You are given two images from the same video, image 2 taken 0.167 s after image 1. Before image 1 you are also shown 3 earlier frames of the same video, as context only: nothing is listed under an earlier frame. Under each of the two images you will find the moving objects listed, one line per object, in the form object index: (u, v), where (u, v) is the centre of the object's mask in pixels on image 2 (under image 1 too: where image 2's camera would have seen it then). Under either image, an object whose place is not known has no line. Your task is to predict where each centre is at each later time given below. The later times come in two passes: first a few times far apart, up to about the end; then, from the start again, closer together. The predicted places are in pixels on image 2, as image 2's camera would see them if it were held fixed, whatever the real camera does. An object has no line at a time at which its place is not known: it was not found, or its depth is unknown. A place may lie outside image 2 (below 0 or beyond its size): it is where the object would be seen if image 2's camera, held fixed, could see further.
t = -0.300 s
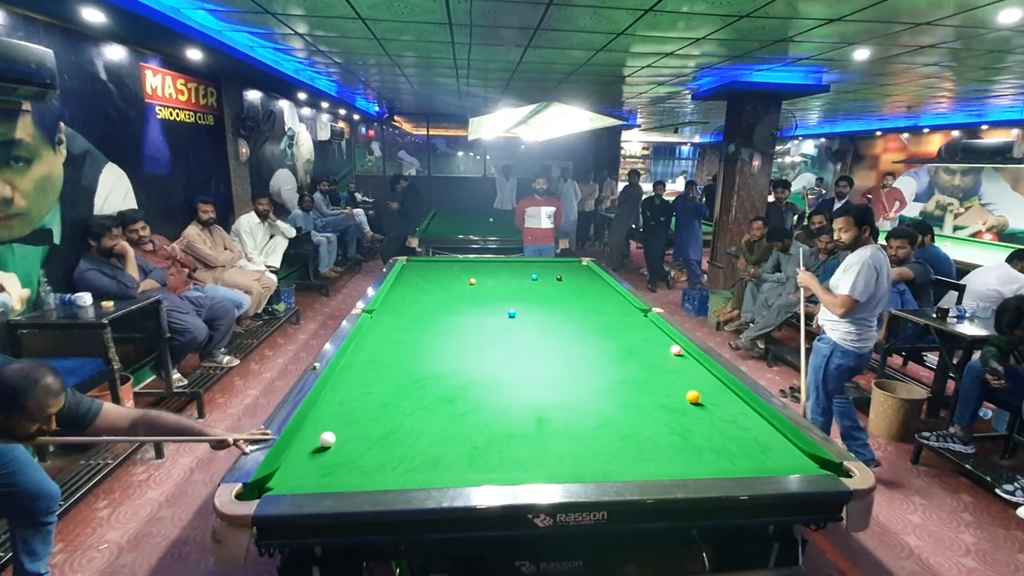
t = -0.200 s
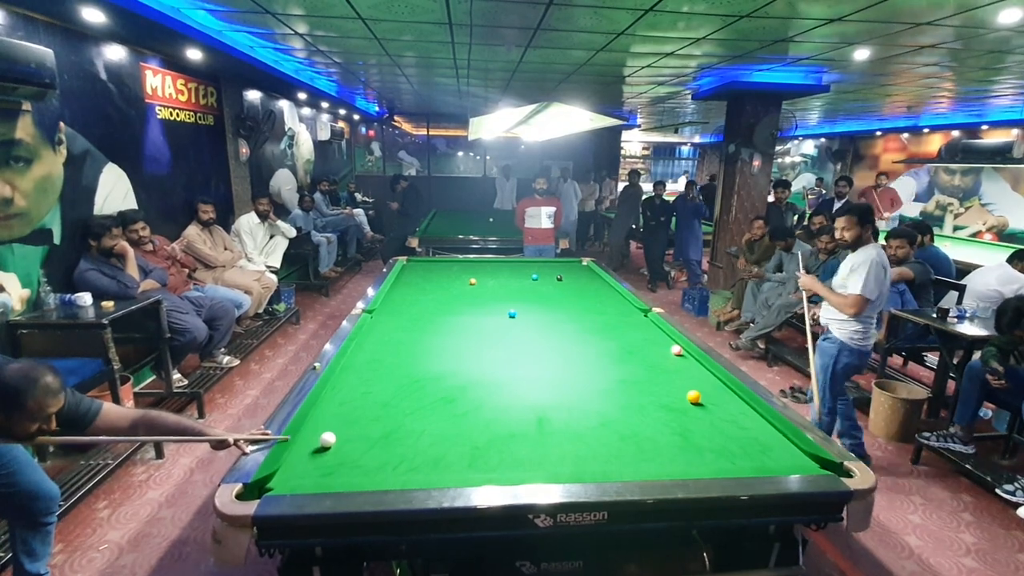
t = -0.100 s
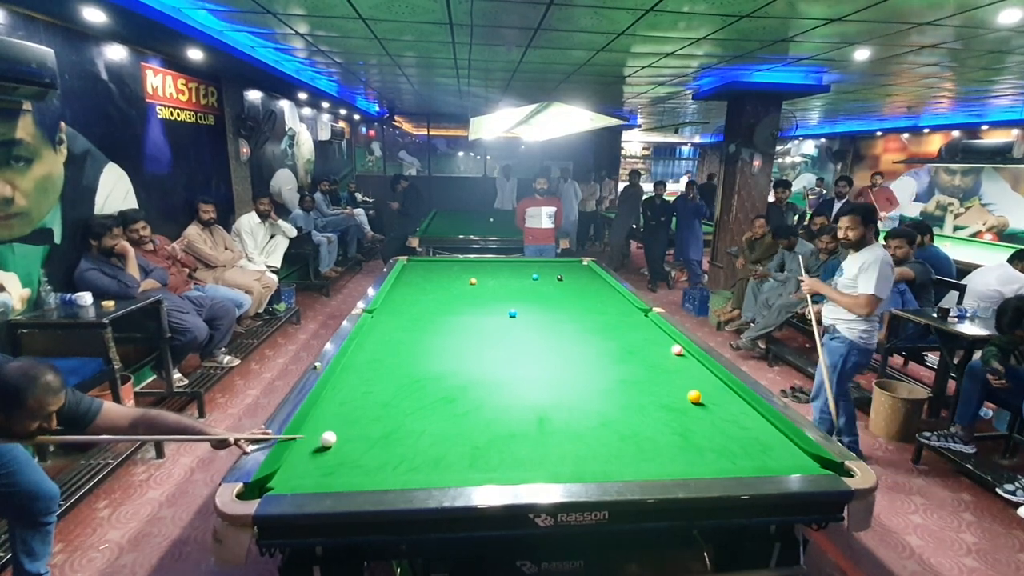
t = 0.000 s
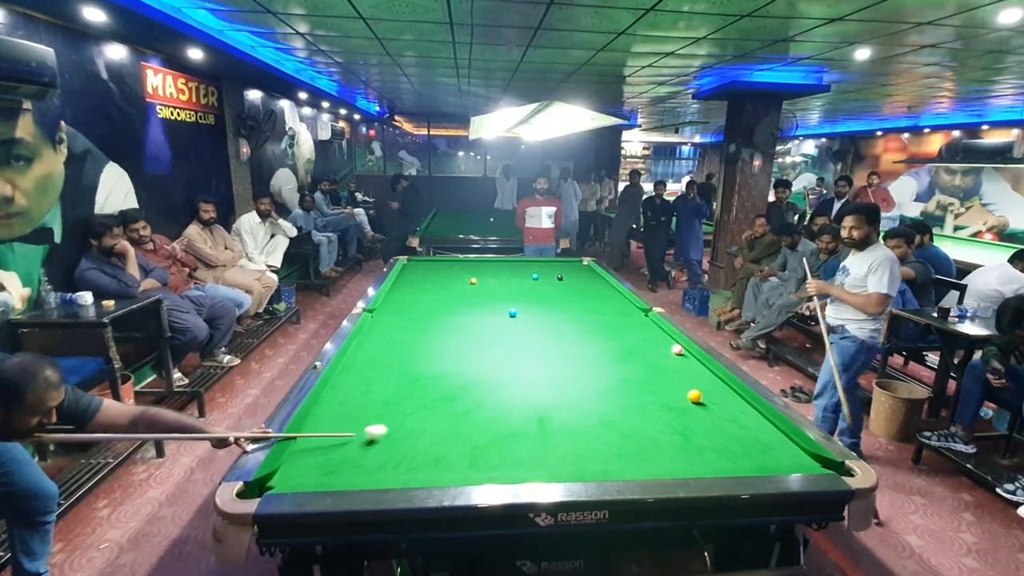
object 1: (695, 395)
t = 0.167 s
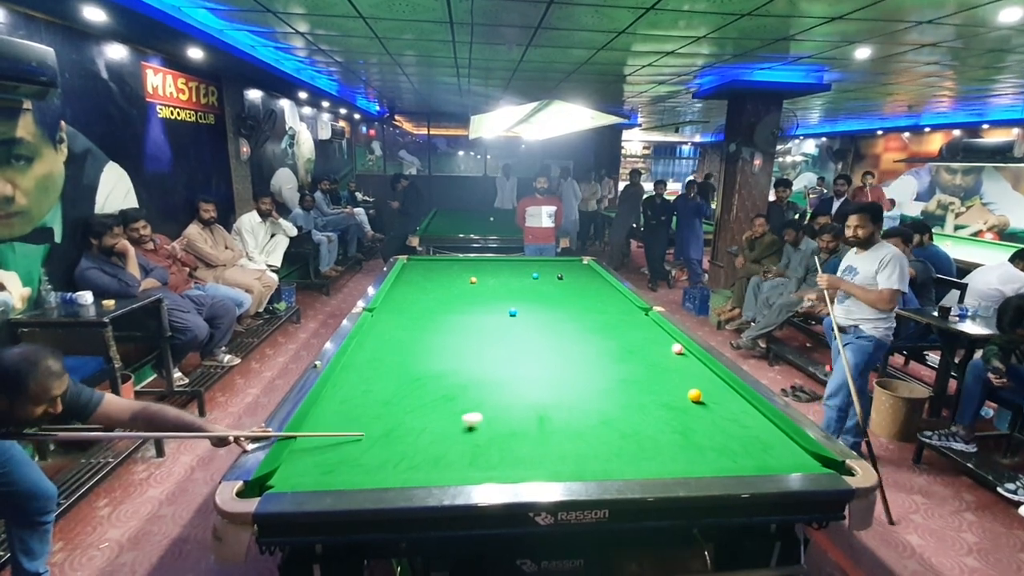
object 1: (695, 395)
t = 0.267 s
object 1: (695, 395)
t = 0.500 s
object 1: (695, 395)
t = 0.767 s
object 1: (745, 403)
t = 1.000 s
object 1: (708, 410)
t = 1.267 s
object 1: (666, 417)
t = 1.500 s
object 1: (627, 424)
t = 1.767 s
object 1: (581, 432)
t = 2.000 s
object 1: (540, 440)
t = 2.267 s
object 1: (492, 448)
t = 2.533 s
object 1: (441, 457)
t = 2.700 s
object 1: (410, 463)
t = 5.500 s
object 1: (317, 461)
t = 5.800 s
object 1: (317, 461)
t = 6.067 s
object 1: (317, 461)
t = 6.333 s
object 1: (317, 461)
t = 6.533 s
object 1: (317, 461)
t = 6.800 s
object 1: (318, 461)
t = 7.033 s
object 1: (318, 461)
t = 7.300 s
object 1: (318, 461)
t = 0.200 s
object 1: (695, 395)
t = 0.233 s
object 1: (695, 396)
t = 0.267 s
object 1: (695, 395)
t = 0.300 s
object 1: (695, 395)
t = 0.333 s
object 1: (695, 395)
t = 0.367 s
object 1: (695, 396)
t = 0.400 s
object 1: (695, 396)
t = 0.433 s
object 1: (695, 395)
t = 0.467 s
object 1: (695, 395)
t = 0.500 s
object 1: (695, 395)
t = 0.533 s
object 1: (695, 395)
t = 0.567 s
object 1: (695, 395)
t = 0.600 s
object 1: (695, 396)
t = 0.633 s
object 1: (698, 396)
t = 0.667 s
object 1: (711, 398)
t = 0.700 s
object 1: (724, 400)
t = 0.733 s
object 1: (735, 401)
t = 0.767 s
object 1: (745, 403)
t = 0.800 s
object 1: (740, 404)
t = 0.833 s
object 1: (734, 405)
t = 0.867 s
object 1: (729, 406)
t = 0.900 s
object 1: (723, 407)
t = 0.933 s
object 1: (719, 408)
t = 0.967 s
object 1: (713, 409)
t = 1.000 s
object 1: (708, 410)
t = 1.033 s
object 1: (703, 411)
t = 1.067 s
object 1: (698, 412)
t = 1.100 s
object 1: (693, 413)
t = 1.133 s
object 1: (688, 413)
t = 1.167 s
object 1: (682, 414)
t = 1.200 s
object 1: (677, 415)
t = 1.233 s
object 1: (672, 416)
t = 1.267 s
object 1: (666, 417)
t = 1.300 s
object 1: (661, 418)
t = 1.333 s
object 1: (655, 419)
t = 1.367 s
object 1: (650, 420)
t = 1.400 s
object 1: (644, 421)
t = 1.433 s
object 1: (638, 422)
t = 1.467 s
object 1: (633, 423)
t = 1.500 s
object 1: (627, 424)
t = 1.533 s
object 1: (621, 425)
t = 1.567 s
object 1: (616, 426)
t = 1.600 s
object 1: (610, 427)
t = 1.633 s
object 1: (605, 428)
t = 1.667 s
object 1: (599, 430)
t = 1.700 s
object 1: (593, 430)
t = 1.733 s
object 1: (587, 431)
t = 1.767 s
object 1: (581, 432)
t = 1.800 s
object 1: (575, 434)
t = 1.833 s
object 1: (570, 435)
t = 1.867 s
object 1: (564, 436)
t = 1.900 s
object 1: (558, 437)
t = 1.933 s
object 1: (552, 438)
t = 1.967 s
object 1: (546, 438)
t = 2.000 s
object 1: (540, 440)
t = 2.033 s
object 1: (534, 441)
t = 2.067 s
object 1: (528, 442)
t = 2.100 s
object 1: (523, 443)
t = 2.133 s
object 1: (517, 444)
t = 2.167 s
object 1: (510, 445)
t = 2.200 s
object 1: (504, 446)
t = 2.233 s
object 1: (498, 447)
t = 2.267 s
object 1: (492, 448)
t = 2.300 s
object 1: (486, 449)
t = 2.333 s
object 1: (479, 450)
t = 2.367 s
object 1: (473, 451)
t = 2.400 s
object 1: (467, 452)
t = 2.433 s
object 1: (460, 454)
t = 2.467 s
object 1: (454, 455)
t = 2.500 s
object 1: (448, 456)
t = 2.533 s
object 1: (441, 457)
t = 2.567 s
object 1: (435, 458)
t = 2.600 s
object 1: (429, 459)
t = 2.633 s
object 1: (422, 460)
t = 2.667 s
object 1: (416, 462)
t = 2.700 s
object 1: (410, 463)
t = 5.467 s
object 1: (317, 461)
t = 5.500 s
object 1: (317, 461)
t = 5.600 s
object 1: (317, 461)
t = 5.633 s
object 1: (317, 461)
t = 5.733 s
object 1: (317, 461)
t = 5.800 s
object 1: (317, 461)
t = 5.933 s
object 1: (317, 461)
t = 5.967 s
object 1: (317, 461)
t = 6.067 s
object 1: (317, 461)
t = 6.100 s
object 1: (317, 461)
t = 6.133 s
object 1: (317, 461)
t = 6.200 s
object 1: (317, 461)
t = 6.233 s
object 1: (317, 461)
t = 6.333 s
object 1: (317, 461)
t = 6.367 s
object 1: (317, 461)
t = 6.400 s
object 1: (317, 461)
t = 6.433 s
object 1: (317, 461)
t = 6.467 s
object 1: (317, 461)
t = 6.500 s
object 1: (317, 461)
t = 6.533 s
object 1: (317, 461)
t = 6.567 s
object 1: (318, 461)
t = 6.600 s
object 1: (318, 461)
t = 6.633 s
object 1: (318, 461)
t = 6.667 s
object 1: (318, 461)
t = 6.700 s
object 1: (318, 461)
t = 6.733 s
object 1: (317, 461)
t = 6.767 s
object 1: (318, 461)
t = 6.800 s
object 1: (318, 461)
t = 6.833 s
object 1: (318, 461)
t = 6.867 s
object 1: (318, 461)
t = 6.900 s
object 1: (318, 461)
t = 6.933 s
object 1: (318, 461)
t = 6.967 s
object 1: (318, 461)
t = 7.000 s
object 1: (318, 461)
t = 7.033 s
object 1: (318, 461)
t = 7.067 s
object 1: (318, 461)
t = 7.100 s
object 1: (318, 461)
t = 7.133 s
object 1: (318, 461)
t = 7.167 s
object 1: (318, 461)
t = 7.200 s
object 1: (318, 461)
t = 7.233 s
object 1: (318, 461)
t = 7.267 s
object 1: (318, 461)
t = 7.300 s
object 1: (318, 461)
